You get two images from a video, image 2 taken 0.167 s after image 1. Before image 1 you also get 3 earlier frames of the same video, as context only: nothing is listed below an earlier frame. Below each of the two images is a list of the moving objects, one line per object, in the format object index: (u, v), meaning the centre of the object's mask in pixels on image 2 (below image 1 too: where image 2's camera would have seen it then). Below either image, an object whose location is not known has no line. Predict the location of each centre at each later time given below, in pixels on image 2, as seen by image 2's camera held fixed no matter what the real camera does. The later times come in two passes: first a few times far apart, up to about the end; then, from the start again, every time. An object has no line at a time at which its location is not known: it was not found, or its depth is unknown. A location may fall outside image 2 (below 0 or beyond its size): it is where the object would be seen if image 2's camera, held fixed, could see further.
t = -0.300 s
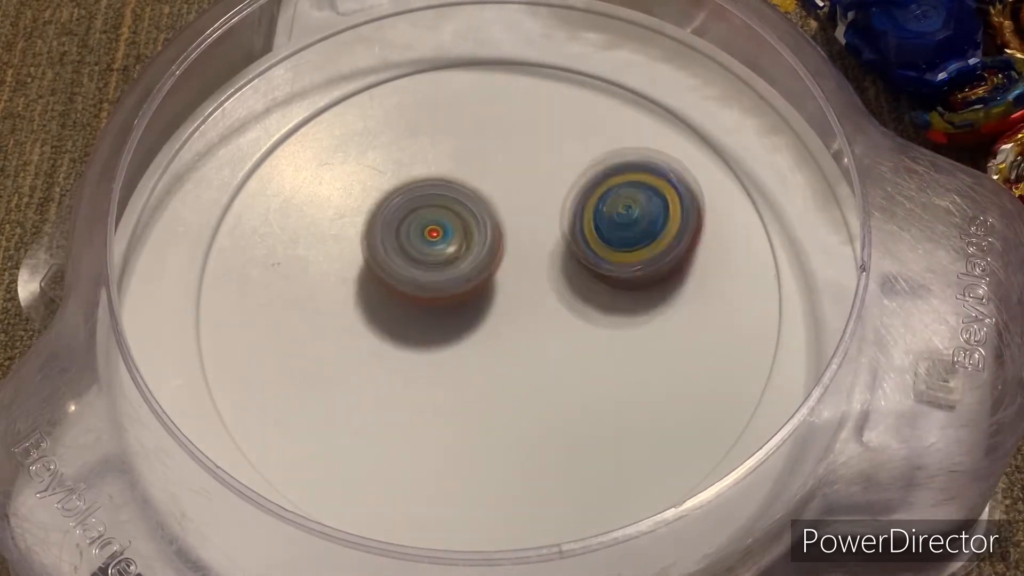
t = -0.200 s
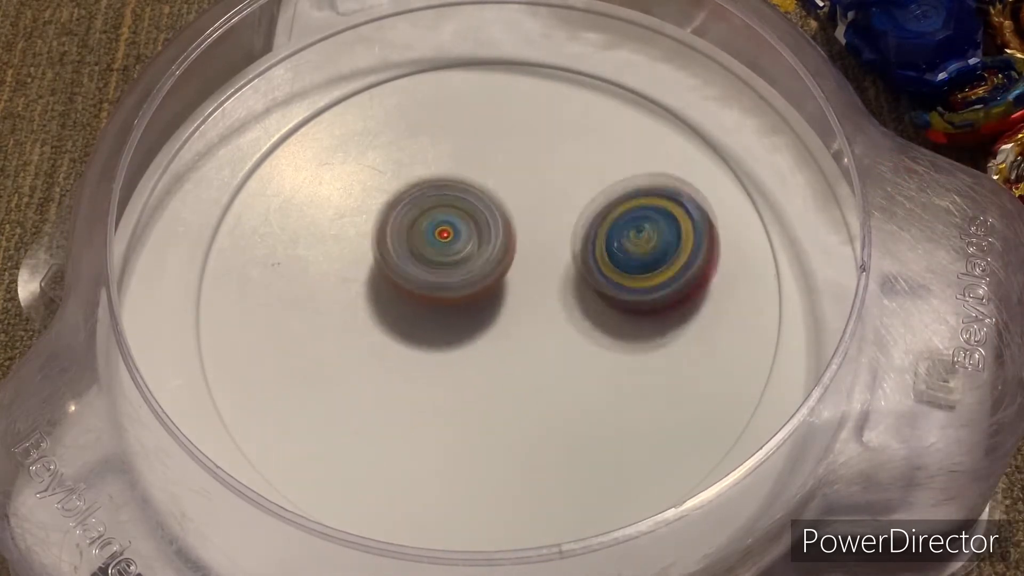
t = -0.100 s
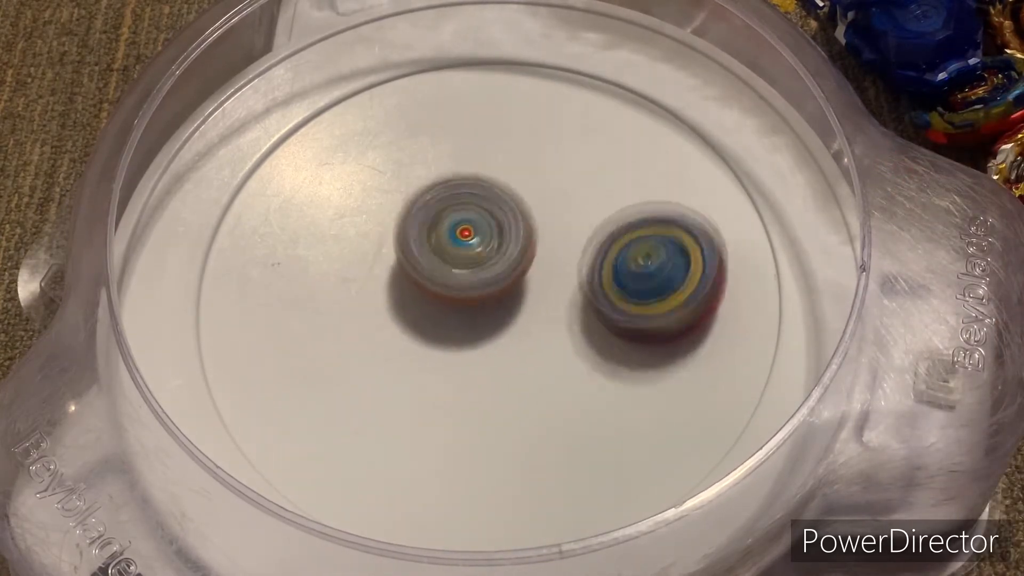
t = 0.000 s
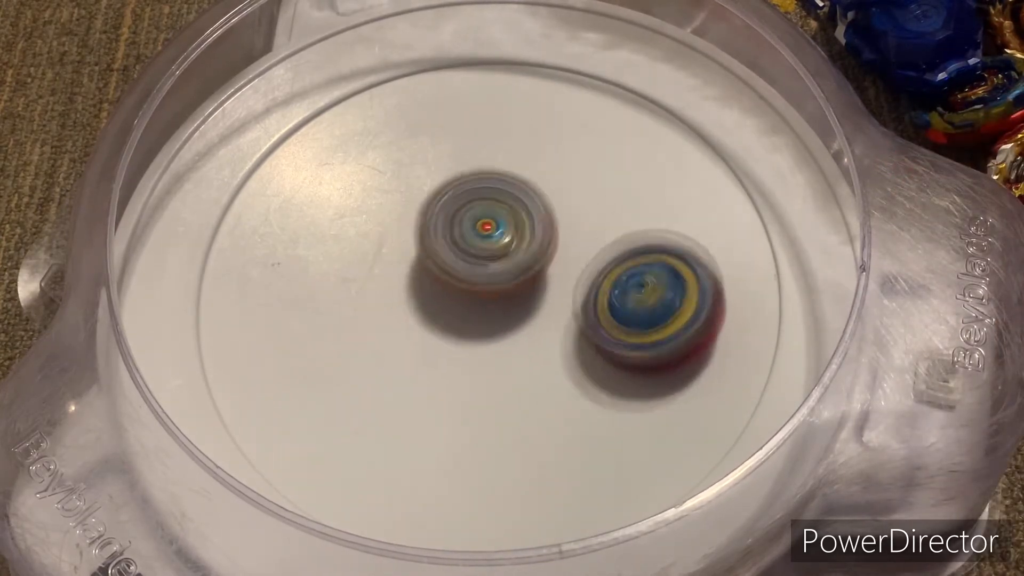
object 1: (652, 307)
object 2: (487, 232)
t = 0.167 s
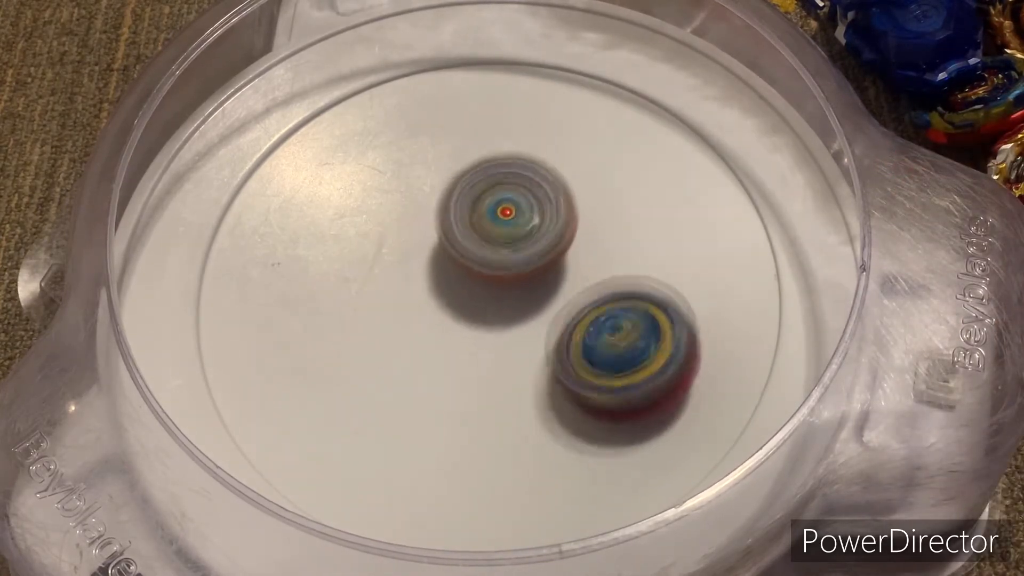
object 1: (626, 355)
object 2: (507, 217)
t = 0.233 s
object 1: (610, 369)
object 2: (506, 215)
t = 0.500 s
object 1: (517, 398)
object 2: (510, 256)
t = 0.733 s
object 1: (423, 389)
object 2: (536, 230)
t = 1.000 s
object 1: (360, 338)
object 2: (481, 245)
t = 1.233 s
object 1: (367, 255)
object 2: (613, 268)
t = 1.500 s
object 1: (436, 181)
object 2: (697, 244)
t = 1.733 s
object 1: (521, 164)
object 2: (645, 250)
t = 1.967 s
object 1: (593, 176)
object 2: (553, 329)
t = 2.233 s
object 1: (623, 256)
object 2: (442, 359)
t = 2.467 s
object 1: (579, 335)
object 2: (360, 330)
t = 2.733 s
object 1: (473, 372)
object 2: (340, 255)
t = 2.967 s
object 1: (386, 345)
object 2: (395, 203)
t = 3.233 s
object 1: (363, 268)
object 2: (496, 186)
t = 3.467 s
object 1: (413, 210)
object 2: (575, 214)
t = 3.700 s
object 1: (498, 196)
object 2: (615, 277)
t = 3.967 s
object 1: (577, 231)
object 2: (583, 354)
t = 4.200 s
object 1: (595, 289)
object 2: (498, 401)
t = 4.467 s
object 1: (560, 344)
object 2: (368, 364)
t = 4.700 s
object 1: (493, 347)
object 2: (354, 285)
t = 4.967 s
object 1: (466, 333)
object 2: (447, 173)
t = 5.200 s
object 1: (472, 312)
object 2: (574, 165)
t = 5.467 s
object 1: (495, 275)
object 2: (642, 246)
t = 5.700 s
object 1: (459, 237)
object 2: (711, 386)
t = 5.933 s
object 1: (454, 210)
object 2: (566, 444)
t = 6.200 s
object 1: (483, 231)
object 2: (330, 360)
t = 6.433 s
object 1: (490, 273)
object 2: (273, 255)
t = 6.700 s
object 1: (467, 312)
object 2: (422, 164)
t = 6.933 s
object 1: (434, 315)
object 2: (593, 138)
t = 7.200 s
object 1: (446, 292)
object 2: (661, 258)
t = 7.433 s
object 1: (485, 280)
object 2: (581, 401)
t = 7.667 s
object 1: (524, 289)
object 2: (409, 418)
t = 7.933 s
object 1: (535, 311)
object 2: (324, 277)
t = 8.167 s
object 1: (516, 308)
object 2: (401, 160)
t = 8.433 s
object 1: (496, 278)
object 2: (553, 141)
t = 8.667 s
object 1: (492, 246)
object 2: (643, 251)
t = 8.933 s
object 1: (488, 243)
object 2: (663, 396)
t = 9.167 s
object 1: (483, 249)
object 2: (586, 412)
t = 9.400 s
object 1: (464, 265)
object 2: (511, 414)
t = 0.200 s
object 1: (618, 363)
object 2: (508, 215)
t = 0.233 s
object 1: (610, 369)
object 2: (506, 215)
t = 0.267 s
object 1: (599, 376)
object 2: (504, 216)
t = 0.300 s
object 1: (588, 383)
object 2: (502, 219)
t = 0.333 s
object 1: (578, 389)
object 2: (500, 223)
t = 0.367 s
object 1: (567, 394)
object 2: (499, 229)
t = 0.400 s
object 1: (557, 396)
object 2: (500, 236)
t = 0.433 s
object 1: (543, 399)
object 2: (502, 243)
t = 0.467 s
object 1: (530, 395)
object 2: (506, 250)
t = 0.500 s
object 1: (517, 398)
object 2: (510, 256)
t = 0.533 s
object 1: (505, 399)
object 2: (516, 259)
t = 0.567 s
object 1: (489, 403)
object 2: (522, 258)
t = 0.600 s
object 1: (472, 401)
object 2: (528, 253)
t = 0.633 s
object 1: (458, 401)
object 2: (533, 247)
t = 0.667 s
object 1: (446, 397)
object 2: (536, 242)
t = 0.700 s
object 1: (434, 393)
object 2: (538, 236)
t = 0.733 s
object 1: (423, 389)
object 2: (536, 230)
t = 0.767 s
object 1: (412, 384)
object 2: (532, 225)
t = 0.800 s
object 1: (403, 377)
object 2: (526, 222)
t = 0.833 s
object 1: (394, 372)
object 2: (517, 221)
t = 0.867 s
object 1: (385, 365)
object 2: (509, 222)
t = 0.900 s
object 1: (376, 358)
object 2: (501, 224)
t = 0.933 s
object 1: (371, 351)
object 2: (493, 230)
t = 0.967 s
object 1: (366, 343)
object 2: (487, 237)
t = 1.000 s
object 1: (360, 338)
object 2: (481, 245)
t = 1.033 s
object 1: (356, 331)
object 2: (484, 254)
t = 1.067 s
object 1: (351, 321)
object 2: (513, 258)
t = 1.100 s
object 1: (350, 305)
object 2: (541, 267)
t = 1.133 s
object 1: (354, 293)
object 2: (566, 271)
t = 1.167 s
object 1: (357, 278)
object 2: (584, 274)
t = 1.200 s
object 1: (361, 266)
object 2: (599, 271)
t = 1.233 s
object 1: (367, 255)
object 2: (613, 268)
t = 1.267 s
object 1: (373, 243)
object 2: (627, 263)
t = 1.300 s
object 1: (380, 231)
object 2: (643, 258)
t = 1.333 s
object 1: (388, 222)
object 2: (653, 256)
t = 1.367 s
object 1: (396, 212)
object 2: (664, 254)
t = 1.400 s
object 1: (404, 203)
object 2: (674, 251)
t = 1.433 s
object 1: (416, 194)
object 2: (685, 248)
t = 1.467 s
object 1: (425, 186)
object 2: (691, 246)
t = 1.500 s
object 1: (436, 181)
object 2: (697, 244)
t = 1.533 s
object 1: (449, 174)
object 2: (702, 242)
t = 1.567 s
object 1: (460, 170)
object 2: (702, 240)
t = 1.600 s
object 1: (473, 168)
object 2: (697, 239)
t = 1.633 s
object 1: (485, 165)
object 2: (685, 239)
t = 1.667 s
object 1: (496, 165)
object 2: (674, 241)
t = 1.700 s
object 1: (510, 164)
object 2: (659, 245)
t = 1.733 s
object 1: (521, 164)
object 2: (645, 250)
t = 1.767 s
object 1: (533, 166)
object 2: (628, 255)
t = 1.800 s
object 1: (544, 164)
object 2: (617, 265)
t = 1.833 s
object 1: (554, 162)
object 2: (605, 287)
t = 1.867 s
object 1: (566, 164)
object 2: (592, 302)
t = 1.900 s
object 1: (576, 166)
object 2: (578, 313)
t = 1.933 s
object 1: (586, 171)
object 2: (567, 322)
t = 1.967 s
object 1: (593, 176)
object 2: (553, 329)
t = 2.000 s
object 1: (602, 183)
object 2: (541, 338)
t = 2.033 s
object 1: (609, 190)
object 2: (528, 344)
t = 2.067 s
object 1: (614, 200)
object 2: (515, 349)
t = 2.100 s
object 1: (618, 210)
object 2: (500, 353)
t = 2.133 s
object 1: (622, 220)
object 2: (487, 356)
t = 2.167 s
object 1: (623, 232)
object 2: (470, 358)
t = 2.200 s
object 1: (624, 243)
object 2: (457, 359)
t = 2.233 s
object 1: (623, 256)
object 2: (442, 359)
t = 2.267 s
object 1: (620, 267)
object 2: (428, 359)
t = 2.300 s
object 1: (616, 281)
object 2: (414, 356)
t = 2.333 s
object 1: (613, 291)
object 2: (402, 353)
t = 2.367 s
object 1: (606, 304)
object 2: (389, 348)
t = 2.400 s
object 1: (598, 316)
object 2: (378, 343)
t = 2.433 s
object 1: (590, 326)
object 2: (367, 337)
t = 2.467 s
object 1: (579, 335)
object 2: (360, 330)
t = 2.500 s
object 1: (569, 345)
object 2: (351, 323)
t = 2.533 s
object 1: (555, 347)
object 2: (345, 313)
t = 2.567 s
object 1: (547, 354)
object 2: (339, 305)
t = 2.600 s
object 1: (530, 360)
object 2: (336, 294)
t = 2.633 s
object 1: (518, 365)
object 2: (334, 285)
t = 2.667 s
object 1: (504, 370)
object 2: (334, 273)
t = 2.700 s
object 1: (488, 370)
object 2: (336, 264)
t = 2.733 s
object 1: (473, 372)
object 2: (340, 255)
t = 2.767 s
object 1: (460, 370)
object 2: (343, 245)
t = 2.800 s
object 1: (446, 371)
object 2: (350, 237)
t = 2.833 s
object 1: (434, 368)
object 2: (358, 228)
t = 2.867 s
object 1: (421, 363)
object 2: (365, 222)
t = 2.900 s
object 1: (407, 358)
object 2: (374, 214)
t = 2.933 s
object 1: (399, 353)
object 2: (384, 208)
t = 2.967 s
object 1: (386, 345)
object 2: (395, 203)
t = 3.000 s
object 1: (378, 338)
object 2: (407, 198)
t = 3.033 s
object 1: (371, 326)
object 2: (418, 194)
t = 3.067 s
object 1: (365, 321)
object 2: (430, 191)
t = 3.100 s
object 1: (363, 308)
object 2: (443, 189)
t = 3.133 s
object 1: (359, 299)
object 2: (455, 188)
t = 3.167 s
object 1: (358, 289)
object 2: (471, 186)
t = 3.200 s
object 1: (360, 279)
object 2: (482, 187)
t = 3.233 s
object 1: (363, 268)
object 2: (496, 186)
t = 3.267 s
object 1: (366, 260)
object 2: (508, 189)
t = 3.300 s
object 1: (372, 250)
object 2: (519, 192)
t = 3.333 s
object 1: (377, 241)
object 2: (533, 194)
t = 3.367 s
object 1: (387, 232)
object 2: (543, 198)
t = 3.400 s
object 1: (393, 224)
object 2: (554, 202)
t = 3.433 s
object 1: (404, 218)
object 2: (565, 209)
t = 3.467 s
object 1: (413, 210)
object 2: (575, 214)
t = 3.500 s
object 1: (424, 206)
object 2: (583, 221)
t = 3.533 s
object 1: (436, 200)
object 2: (591, 231)
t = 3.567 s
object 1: (448, 199)
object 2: (599, 237)
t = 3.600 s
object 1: (460, 195)
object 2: (604, 248)
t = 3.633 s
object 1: (474, 195)
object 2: (609, 256)
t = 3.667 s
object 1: (485, 195)
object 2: (612, 266)
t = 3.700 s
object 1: (498, 196)
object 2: (615, 277)
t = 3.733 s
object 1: (510, 198)
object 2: (615, 286)
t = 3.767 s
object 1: (523, 199)
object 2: (616, 297)
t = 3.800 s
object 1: (532, 204)
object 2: (614, 308)
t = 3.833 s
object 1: (544, 207)
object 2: (612, 318)
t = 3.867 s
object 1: (552, 213)
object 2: (606, 327)
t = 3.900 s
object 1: (564, 219)
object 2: (601, 336)
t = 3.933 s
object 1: (571, 226)
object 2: (593, 345)
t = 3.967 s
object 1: (577, 231)
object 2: (583, 354)
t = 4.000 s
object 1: (585, 237)
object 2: (572, 367)
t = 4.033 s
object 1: (590, 248)
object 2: (558, 379)
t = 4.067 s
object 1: (594, 252)
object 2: (547, 386)
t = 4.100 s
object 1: (596, 263)
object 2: (536, 392)
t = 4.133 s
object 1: (597, 270)
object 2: (524, 395)
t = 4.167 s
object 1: (598, 281)
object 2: (512, 398)
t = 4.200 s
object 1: (595, 289)
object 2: (498, 401)
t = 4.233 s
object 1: (594, 301)
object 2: (484, 401)
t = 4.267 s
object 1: (589, 310)
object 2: (472, 399)
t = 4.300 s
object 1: (585, 319)
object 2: (457, 396)
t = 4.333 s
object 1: (585, 325)
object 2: (429, 394)
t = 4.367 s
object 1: (580, 331)
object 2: (406, 390)
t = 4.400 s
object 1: (576, 335)
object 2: (389, 382)
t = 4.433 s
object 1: (569, 340)
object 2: (377, 373)
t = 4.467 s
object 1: (560, 344)
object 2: (368, 364)
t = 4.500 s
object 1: (554, 347)
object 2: (361, 356)
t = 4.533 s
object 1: (540, 349)
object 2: (355, 345)
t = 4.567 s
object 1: (532, 350)
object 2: (351, 333)
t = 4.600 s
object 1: (522, 350)
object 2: (350, 322)
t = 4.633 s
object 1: (511, 350)
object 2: (350, 312)
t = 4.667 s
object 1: (501, 347)
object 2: (350, 298)
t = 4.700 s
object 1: (493, 347)
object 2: (354, 285)
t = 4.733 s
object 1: (487, 345)
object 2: (354, 269)
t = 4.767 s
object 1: (481, 342)
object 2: (360, 256)
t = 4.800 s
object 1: (478, 338)
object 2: (369, 244)
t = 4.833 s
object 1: (470, 333)
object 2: (378, 233)
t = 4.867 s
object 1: (467, 333)
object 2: (390, 223)
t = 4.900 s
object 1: (461, 331)
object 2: (408, 204)
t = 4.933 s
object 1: (465, 331)
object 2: (428, 187)
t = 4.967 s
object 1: (466, 333)
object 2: (447, 173)
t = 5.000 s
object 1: (464, 330)
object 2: (465, 165)
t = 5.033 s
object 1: (467, 330)
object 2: (484, 161)
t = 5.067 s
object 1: (464, 329)
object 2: (502, 159)
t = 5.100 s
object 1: (465, 324)
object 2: (521, 159)
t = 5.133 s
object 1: (469, 322)
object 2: (539, 158)
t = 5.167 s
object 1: (469, 319)
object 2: (557, 161)
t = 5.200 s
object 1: (472, 312)
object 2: (574, 165)
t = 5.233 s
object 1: (476, 311)
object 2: (589, 171)
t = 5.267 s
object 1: (475, 307)
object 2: (603, 178)
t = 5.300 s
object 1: (480, 300)
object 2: (614, 187)
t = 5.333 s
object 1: (482, 296)
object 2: (624, 196)
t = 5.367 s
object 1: (483, 290)
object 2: (632, 207)
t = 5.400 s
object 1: (489, 285)
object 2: (637, 218)
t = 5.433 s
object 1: (491, 282)
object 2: (640, 232)
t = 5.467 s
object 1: (495, 275)
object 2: (642, 246)
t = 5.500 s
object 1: (494, 272)
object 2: (648, 262)
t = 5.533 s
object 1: (479, 260)
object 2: (673, 280)
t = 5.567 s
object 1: (474, 255)
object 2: (692, 302)
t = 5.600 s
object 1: (471, 253)
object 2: (707, 325)
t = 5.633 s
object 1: (463, 247)
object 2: (714, 346)
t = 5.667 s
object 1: (459, 239)
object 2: (714, 367)
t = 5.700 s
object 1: (459, 237)
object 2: (711, 386)
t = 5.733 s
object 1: (454, 232)
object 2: (699, 403)
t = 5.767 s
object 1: (453, 226)
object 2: (685, 416)
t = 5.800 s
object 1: (453, 223)
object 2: (665, 427)
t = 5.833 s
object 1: (452, 219)
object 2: (641, 436)
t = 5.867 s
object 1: (454, 215)
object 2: (618, 442)
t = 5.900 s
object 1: (455, 213)
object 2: (592, 444)
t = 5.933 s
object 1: (454, 210)
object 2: (566, 444)
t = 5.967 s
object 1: (459, 209)
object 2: (536, 441)
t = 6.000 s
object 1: (461, 211)
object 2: (505, 437)
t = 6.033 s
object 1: (462, 211)
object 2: (473, 429)
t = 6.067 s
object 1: (468, 214)
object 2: (444, 417)
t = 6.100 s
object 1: (471, 217)
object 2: (414, 404)
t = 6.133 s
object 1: (473, 221)
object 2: (384, 389)
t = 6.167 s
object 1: (478, 224)
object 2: (354, 375)
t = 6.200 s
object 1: (483, 231)
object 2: (330, 360)
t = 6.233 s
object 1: (484, 238)
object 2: (309, 345)
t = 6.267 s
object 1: (486, 240)
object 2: (290, 329)
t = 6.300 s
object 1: (490, 249)
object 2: (276, 313)
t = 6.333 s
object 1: (490, 256)
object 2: (270, 299)
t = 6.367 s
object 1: (490, 260)
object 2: (265, 282)
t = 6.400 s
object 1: (492, 266)
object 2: (265, 266)
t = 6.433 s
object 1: (490, 273)
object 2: (273, 255)
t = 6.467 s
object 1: (488, 278)
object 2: (281, 239)
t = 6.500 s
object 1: (488, 283)
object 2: (293, 228)
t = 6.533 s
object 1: (484, 290)
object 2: (310, 216)
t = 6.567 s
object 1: (481, 294)
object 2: (327, 204)
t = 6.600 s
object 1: (479, 298)
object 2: (349, 195)
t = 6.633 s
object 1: (474, 304)
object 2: (373, 183)
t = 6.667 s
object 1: (470, 308)
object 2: (395, 176)
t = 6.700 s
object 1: (467, 312)
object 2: (422, 164)
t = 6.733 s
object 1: (460, 313)
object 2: (447, 155)
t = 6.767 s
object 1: (454, 315)
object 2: (471, 148)
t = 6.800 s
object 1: (451, 315)
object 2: (498, 142)
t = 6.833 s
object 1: (445, 316)
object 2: (522, 137)
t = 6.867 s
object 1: (438, 316)
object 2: (548, 136)
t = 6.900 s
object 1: (436, 316)
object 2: (573, 136)
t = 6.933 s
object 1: (434, 315)
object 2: (593, 138)
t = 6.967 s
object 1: (431, 313)
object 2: (615, 144)
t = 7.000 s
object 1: (432, 311)
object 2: (630, 151)
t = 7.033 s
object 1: (433, 310)
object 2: (642, 166)
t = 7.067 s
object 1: (431, 306)
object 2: (652, 179)
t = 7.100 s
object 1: (436, 302)
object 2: (659, 197)
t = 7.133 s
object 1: (441, 300)
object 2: (662, 215)
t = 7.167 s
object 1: (442, 298)
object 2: (663, 237)
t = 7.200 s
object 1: (446, 292)
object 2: (661, 258)
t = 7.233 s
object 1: (454, 289)
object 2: (657, 280)
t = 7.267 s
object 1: (459, 289)
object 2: (651, 301)
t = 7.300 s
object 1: (462, 285)
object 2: (641, 323)
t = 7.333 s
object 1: (467, 283)
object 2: (631, 344)
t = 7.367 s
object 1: (476, 283)
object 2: (616, 366)
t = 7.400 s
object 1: (479, 283)
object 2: (601, 385)
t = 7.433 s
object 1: (485, 280)
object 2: (581, 401)
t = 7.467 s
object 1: (494, 280)
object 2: (558, 414)
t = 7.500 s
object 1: (499, 281)
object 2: (534, 423)
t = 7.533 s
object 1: (503, 281)
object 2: (507, 430)
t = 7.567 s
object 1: (511, 282)
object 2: (482, 434)
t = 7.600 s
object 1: (517, 286)
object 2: (455, 432)
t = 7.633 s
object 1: (519, 287)
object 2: (432, 428)
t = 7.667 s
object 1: (524, 289)
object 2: (409, 418)
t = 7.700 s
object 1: (529, 294)
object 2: (388, 406)
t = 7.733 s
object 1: (530, 298)
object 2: (370, 392)
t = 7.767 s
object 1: (533, 299)
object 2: (356, 376)
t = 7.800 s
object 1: (536, 301)
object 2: (343, 356)
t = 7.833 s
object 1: (537, 306)
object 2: (335, 339)
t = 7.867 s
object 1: (537, 308)
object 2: (327, 318)
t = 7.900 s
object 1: (537, 308)
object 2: (325, 299)
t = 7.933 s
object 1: (535, 311)
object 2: (324, 277)
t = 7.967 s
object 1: (531, 313)
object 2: (328, 258)
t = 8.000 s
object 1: (530, 312)
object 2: (335, 239)
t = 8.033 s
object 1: (531, 313)
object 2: (345, 220)
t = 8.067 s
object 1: (525, 312)
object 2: (355, 205)
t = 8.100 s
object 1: (520, 309)
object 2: (369, 185)
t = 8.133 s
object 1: (518, 307)
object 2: (384, 173)
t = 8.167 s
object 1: (516, 308)
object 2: (401, 160)
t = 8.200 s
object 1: (509, 304)
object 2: (418, 152)
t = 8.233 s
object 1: (505, 299)
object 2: (437, 141)
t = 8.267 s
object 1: (506, 297)
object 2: (456, 138)
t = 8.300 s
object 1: (504, 295)
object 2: (477, 133)
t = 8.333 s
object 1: (499, 290)
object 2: (496, 133)
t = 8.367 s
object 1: (496, 283)
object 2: (514, 130)
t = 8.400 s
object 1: (496, 281)
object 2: (535, 135)
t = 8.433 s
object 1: (496, 278)
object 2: (553, 141)
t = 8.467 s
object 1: (496, 270)
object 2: (570, 151)
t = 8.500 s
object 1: (497, 265)
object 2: (583, 161)
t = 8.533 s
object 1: (495, 263)
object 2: (598, 173)
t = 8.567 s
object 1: (494, 258)
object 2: (611, 188)
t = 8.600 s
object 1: (493, 252)
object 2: (623, 207)
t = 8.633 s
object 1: (494, 248)
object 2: (635, 230)
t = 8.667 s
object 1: (492, 246)
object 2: (643, 251)
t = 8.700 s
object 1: (489, 245)
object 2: (651, 276)
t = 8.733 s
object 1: (490, 242)
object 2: (658, 303)
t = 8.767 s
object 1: (491, 241)
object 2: (661, 326)
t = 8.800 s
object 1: (488, 241)
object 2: (657, 341)
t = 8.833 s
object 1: (485, 239)
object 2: (655, 362)
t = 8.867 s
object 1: (488, 237)
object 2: (661, 379)
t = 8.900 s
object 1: (491, 240)
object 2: (666, 389)
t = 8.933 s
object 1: (488, 243)
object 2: (663, 396)
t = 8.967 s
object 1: (484, 242)
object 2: (655, 399)
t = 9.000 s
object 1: (485, 241)
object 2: (645, 399)
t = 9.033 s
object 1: (489, 242)
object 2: (632, 400)
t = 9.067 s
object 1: (487, 247)
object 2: (619, 404)
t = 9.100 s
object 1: (482, 250)
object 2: (610, 411)
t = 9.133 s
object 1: (481, 249)
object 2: (599, 413)
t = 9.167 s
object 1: (483, 249)
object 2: (586, 412)
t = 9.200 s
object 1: (482, 252)
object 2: (570, 410)
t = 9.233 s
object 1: (476, 257)
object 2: (555, 406)
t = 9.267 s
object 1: (474, 258)
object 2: (539, 405)
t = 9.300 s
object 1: (474, 258)
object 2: (523, 404)
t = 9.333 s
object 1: (471, 260)
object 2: (516, 407)
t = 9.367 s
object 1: (466, 264)
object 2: (513, 412)
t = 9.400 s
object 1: (464, 265)
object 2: (511, 414)
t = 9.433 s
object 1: (463, 266)
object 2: (509, 414)
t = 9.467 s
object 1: (461, 269)
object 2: (511, 412)
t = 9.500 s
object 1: (458, 271)
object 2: (515, 410)
